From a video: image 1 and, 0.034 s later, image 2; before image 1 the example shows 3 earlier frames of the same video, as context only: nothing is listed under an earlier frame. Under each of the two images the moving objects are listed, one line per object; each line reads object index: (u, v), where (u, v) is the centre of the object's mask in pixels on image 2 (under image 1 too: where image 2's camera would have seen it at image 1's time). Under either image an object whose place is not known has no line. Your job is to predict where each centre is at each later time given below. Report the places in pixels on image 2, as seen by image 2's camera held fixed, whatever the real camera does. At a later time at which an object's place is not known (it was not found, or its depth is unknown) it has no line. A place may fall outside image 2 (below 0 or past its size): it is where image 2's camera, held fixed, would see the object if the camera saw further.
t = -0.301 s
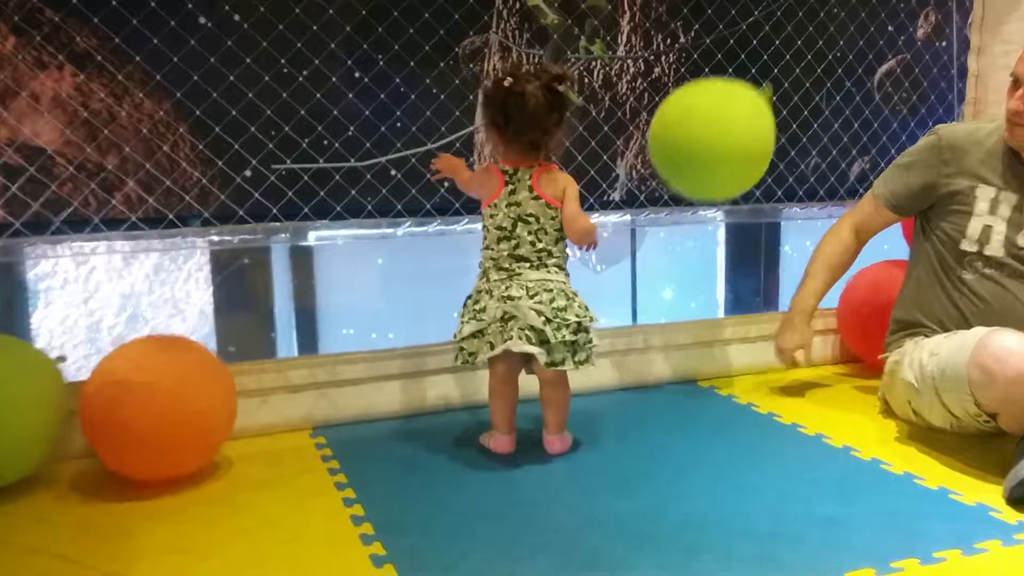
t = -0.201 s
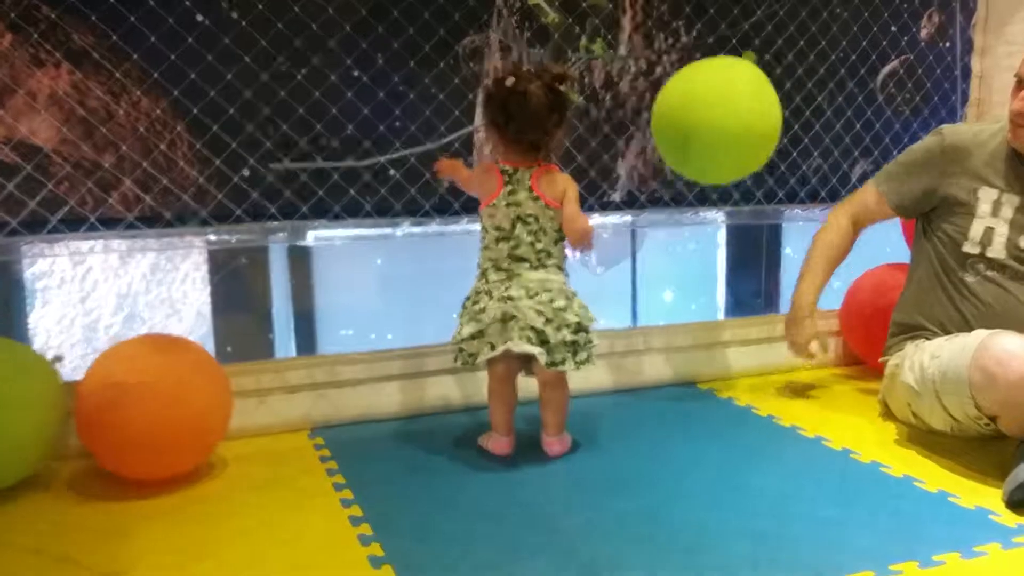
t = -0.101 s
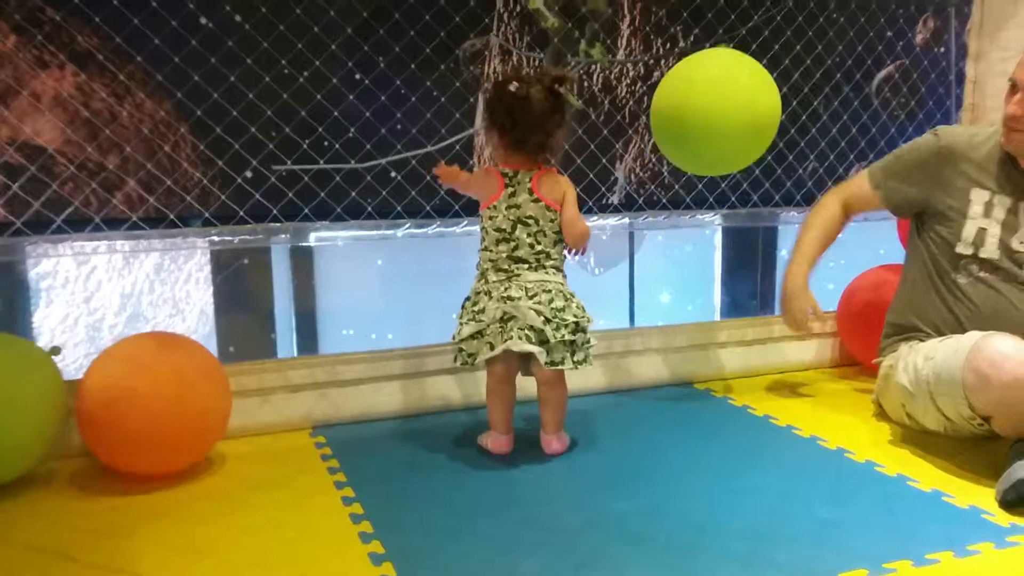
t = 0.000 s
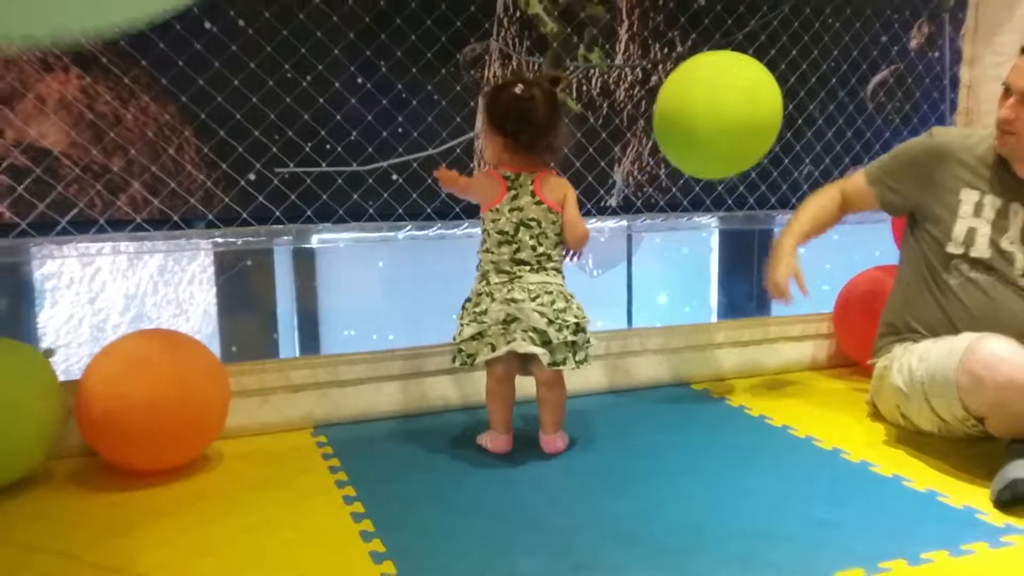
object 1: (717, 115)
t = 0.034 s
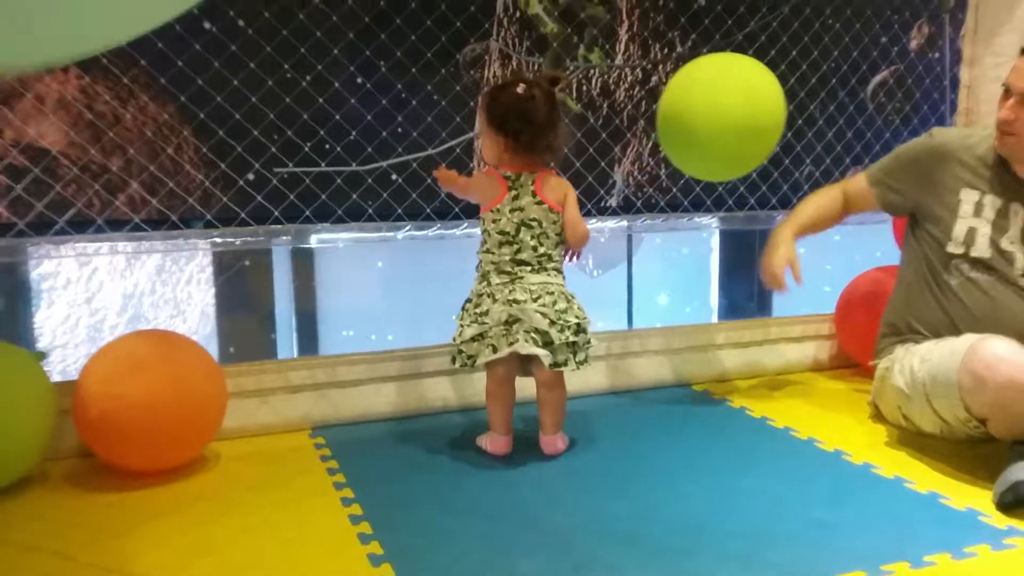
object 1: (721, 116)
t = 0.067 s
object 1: (725, 119)
